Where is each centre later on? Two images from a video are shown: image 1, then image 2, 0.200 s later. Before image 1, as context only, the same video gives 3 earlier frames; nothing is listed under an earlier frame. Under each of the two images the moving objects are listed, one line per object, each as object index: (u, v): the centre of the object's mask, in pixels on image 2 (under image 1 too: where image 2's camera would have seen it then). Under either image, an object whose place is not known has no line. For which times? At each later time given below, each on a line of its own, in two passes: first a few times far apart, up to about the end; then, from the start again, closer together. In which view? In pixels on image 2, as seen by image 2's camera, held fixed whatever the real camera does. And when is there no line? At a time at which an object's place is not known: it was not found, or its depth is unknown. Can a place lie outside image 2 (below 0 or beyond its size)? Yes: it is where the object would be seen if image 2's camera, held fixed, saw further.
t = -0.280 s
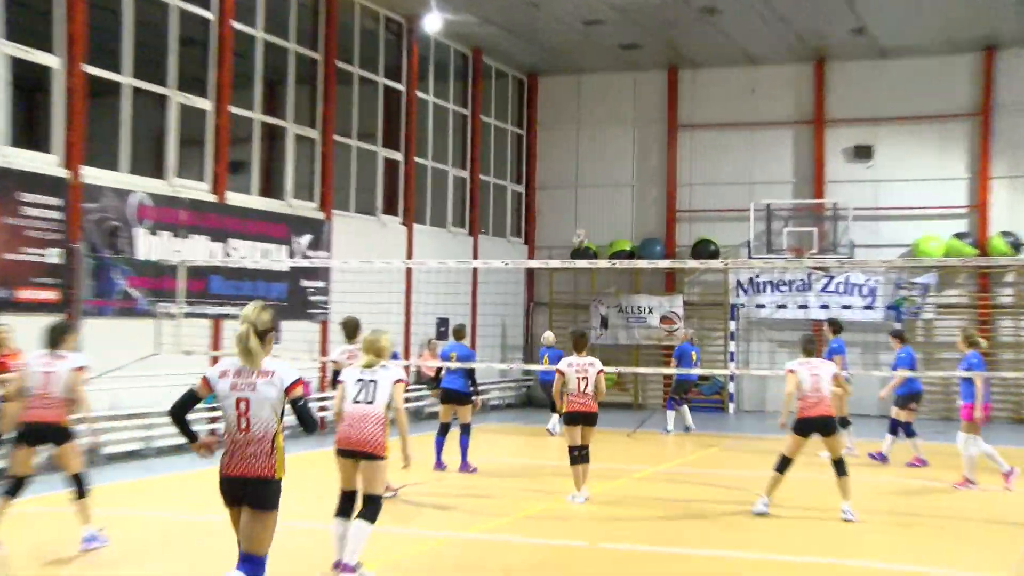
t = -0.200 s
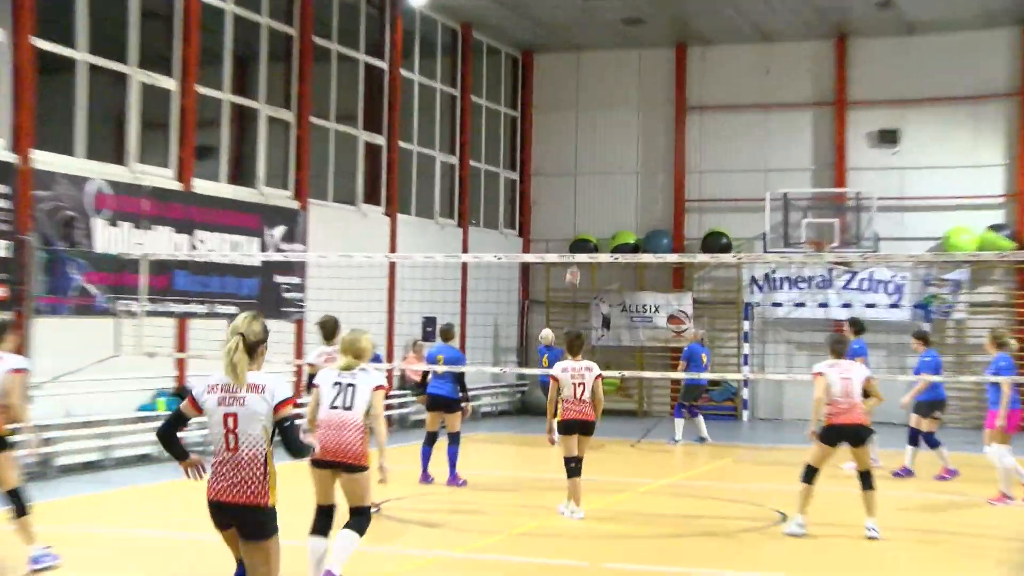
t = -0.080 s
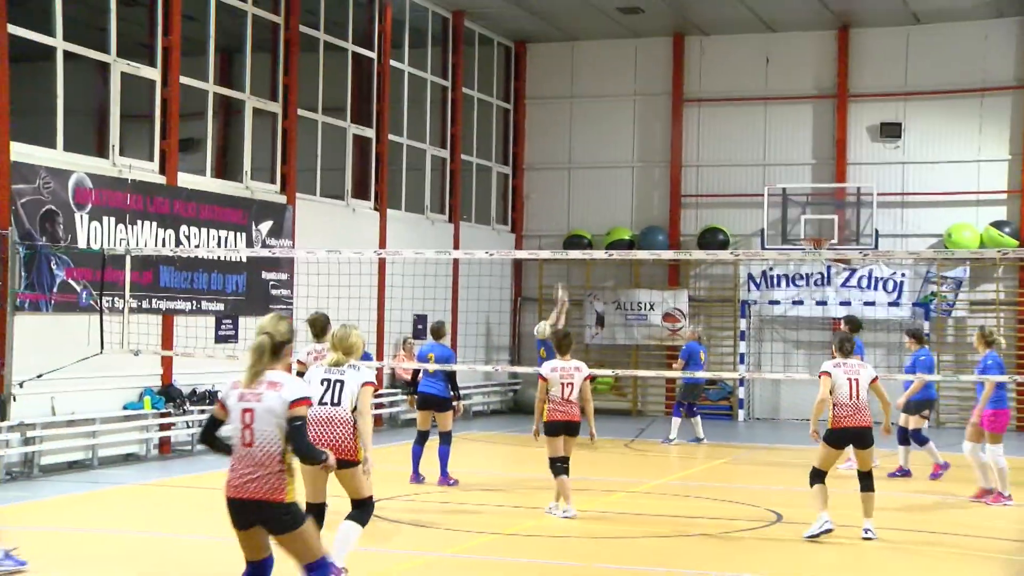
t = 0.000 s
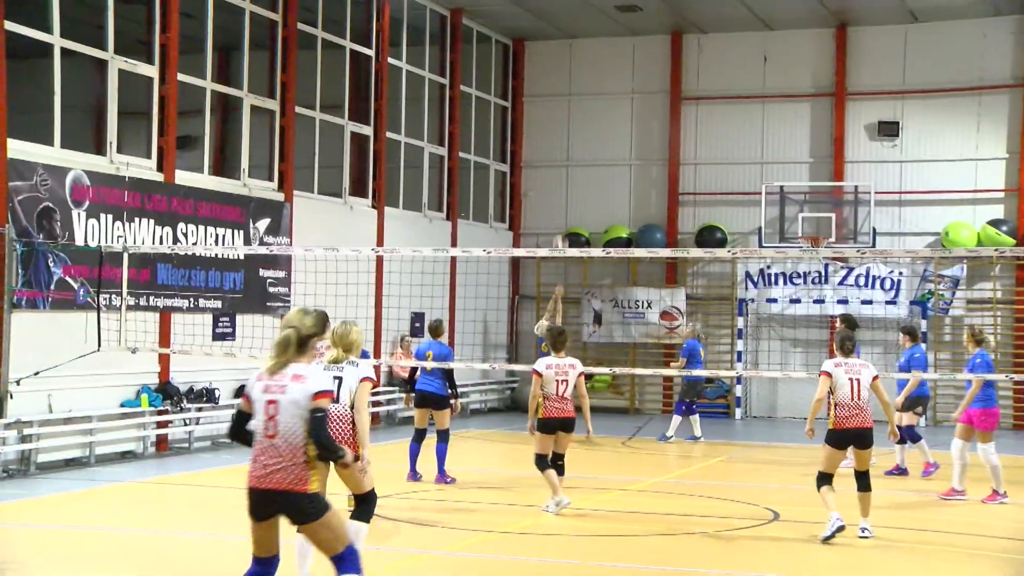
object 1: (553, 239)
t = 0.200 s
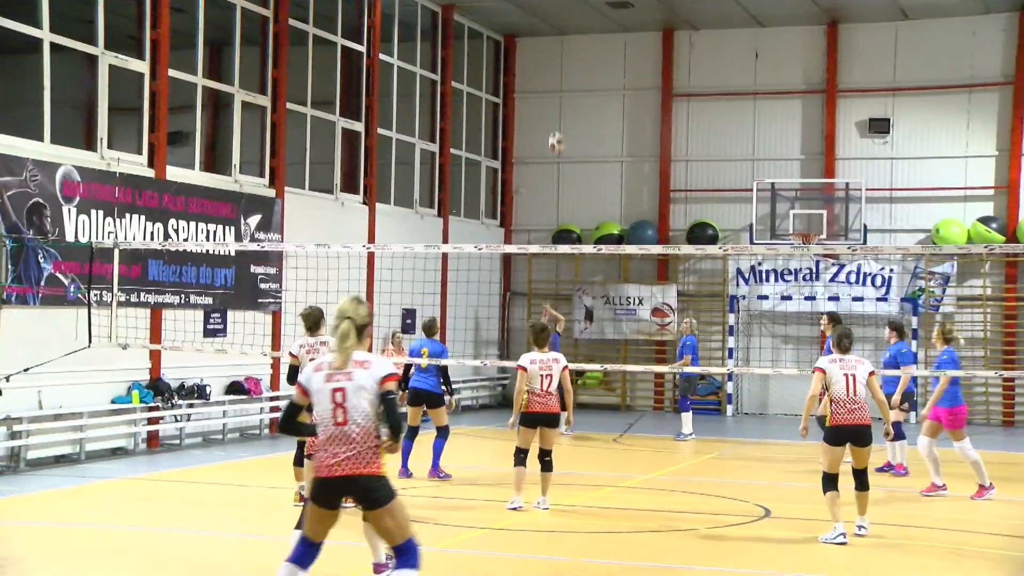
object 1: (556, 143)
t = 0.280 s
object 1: (557, 108)
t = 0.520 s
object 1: (559, 34)
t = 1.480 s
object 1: (553, 234)
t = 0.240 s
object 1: (556, 125)
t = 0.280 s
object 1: (557, 108)
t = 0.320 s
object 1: (557, 93)
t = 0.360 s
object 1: (559, 80)
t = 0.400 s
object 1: (559, 67)
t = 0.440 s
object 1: (559, 56)
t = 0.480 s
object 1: (559, 45)
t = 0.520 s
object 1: (559, 34)
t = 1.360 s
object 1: (557, 162)
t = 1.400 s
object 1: (556, 184)
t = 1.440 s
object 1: (555, 209)
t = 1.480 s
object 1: (553, 234)
